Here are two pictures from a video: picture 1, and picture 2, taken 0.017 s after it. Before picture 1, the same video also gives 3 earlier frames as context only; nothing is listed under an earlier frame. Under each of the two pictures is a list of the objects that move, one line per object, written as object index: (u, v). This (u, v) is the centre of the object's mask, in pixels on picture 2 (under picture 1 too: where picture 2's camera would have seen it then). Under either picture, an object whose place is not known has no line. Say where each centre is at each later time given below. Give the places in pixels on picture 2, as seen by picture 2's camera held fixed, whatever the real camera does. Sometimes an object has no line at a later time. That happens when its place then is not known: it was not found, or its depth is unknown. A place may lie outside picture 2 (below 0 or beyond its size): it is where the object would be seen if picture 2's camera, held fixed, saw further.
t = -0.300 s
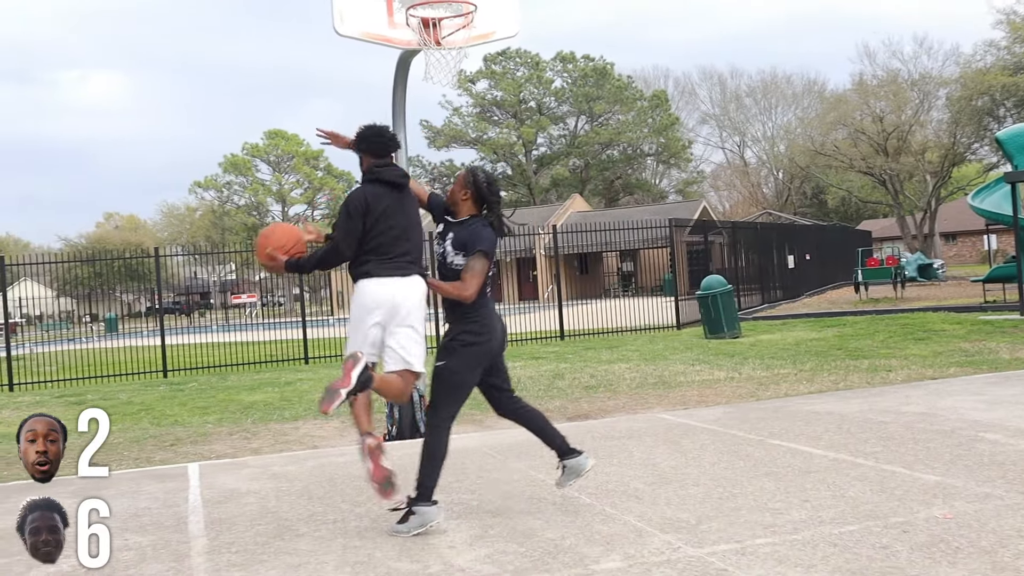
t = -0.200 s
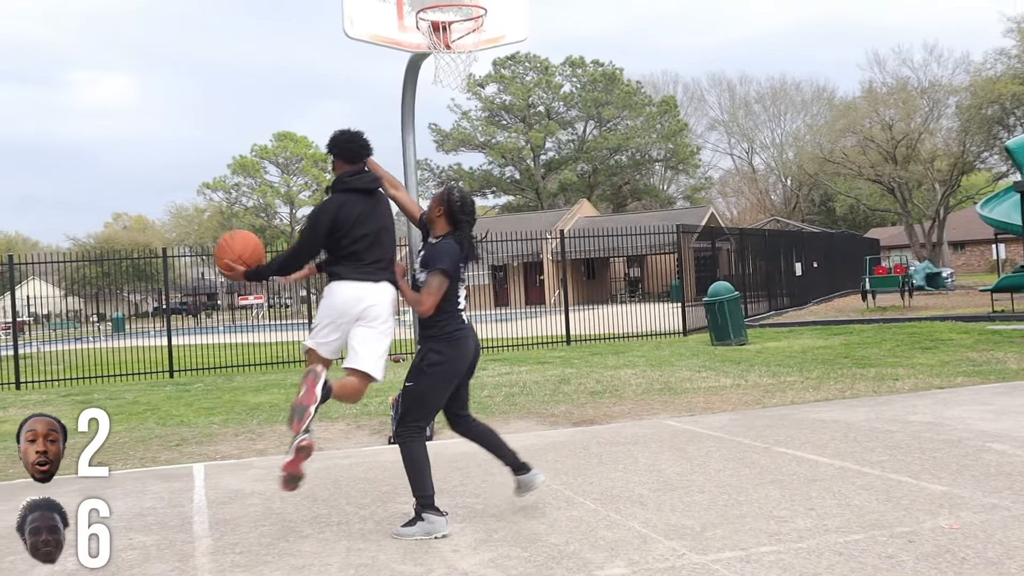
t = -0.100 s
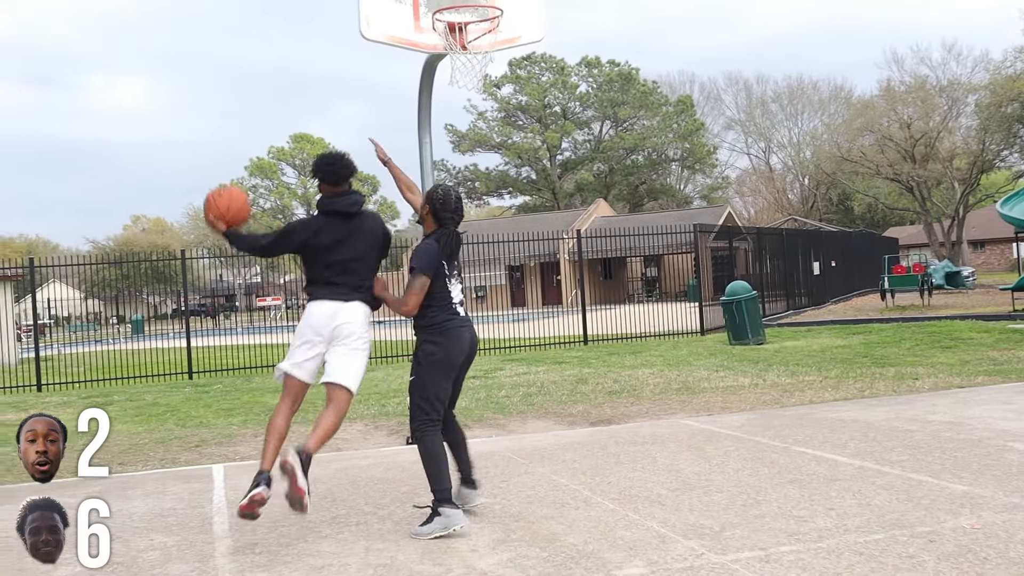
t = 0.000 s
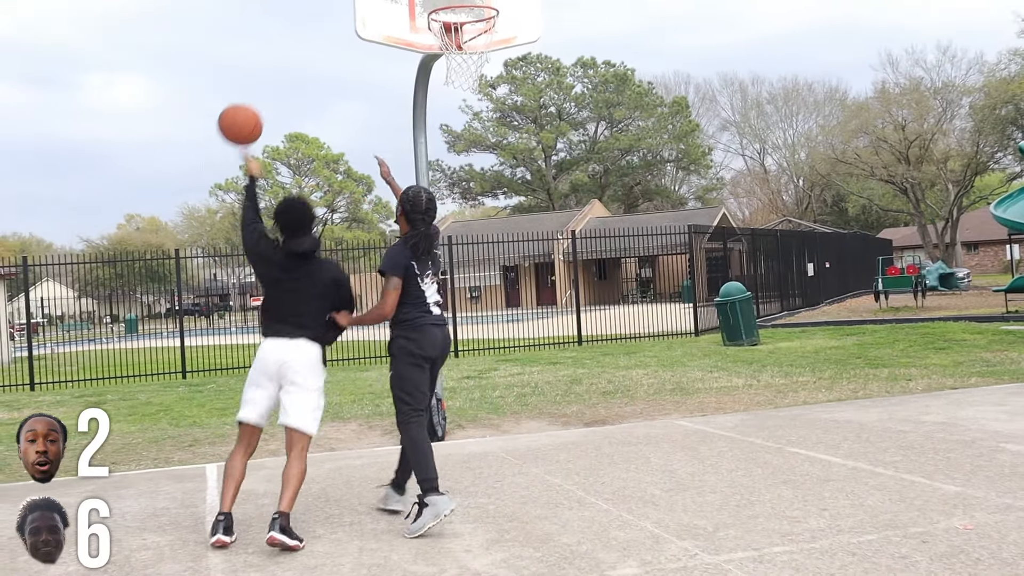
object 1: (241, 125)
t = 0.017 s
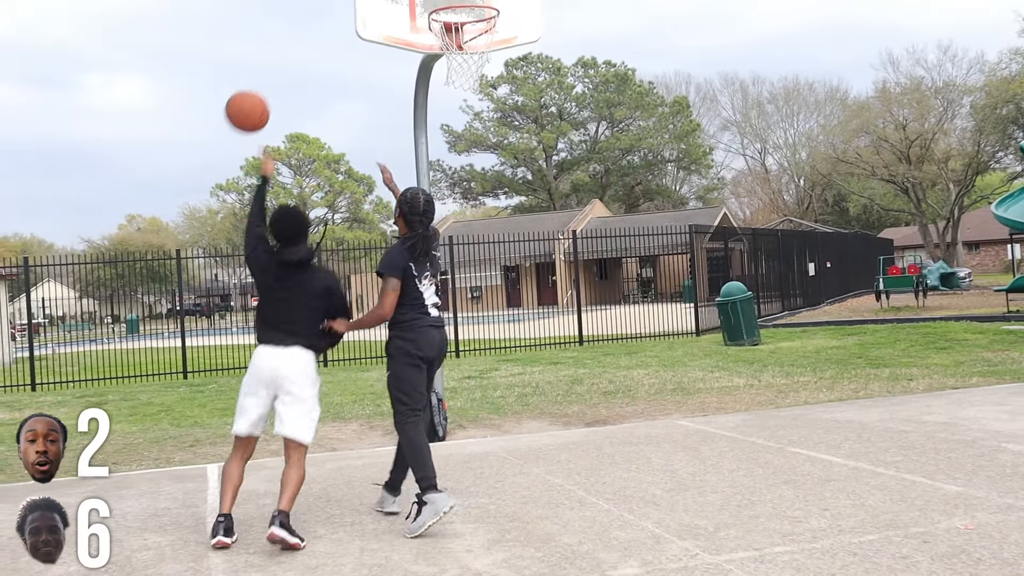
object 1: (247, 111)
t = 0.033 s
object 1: (254, 99)
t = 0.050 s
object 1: (260, 87)
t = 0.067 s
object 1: (266, 76)
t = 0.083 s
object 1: (272, 65)
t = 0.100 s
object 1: (278, 55)
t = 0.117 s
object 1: (284, 45)
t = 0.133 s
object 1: (289, 36)
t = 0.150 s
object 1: (295, 28)
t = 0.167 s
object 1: (300, 21)
